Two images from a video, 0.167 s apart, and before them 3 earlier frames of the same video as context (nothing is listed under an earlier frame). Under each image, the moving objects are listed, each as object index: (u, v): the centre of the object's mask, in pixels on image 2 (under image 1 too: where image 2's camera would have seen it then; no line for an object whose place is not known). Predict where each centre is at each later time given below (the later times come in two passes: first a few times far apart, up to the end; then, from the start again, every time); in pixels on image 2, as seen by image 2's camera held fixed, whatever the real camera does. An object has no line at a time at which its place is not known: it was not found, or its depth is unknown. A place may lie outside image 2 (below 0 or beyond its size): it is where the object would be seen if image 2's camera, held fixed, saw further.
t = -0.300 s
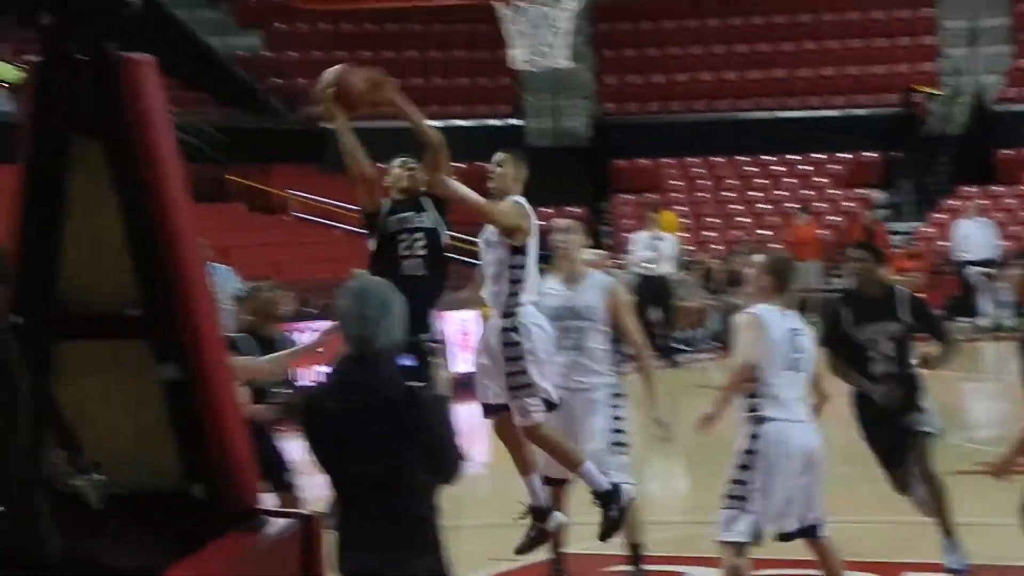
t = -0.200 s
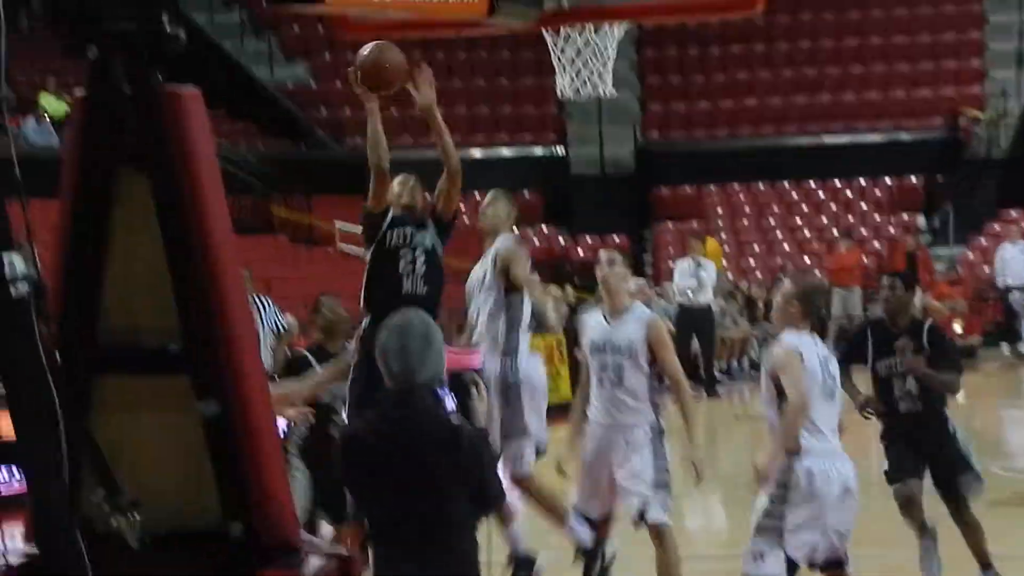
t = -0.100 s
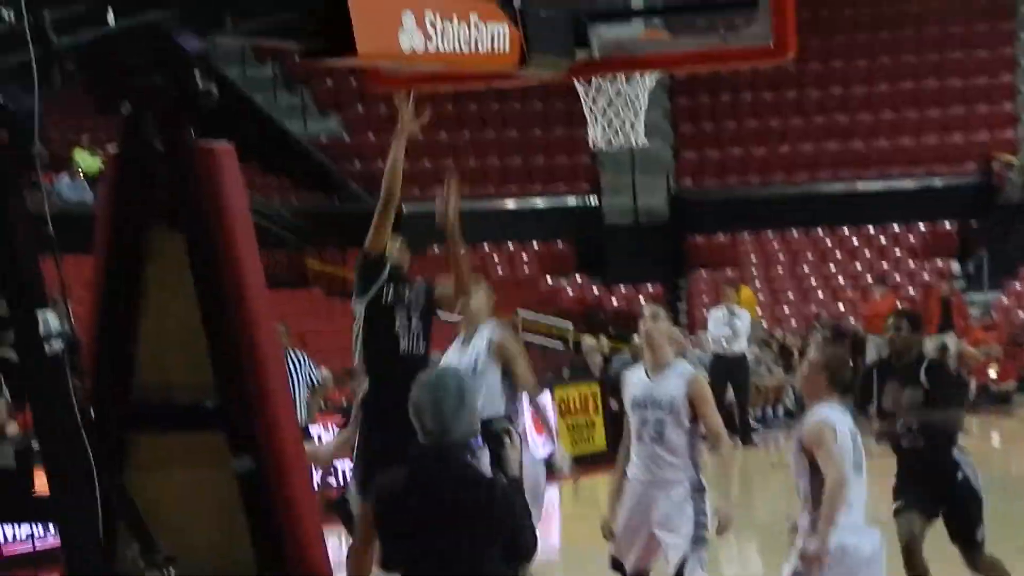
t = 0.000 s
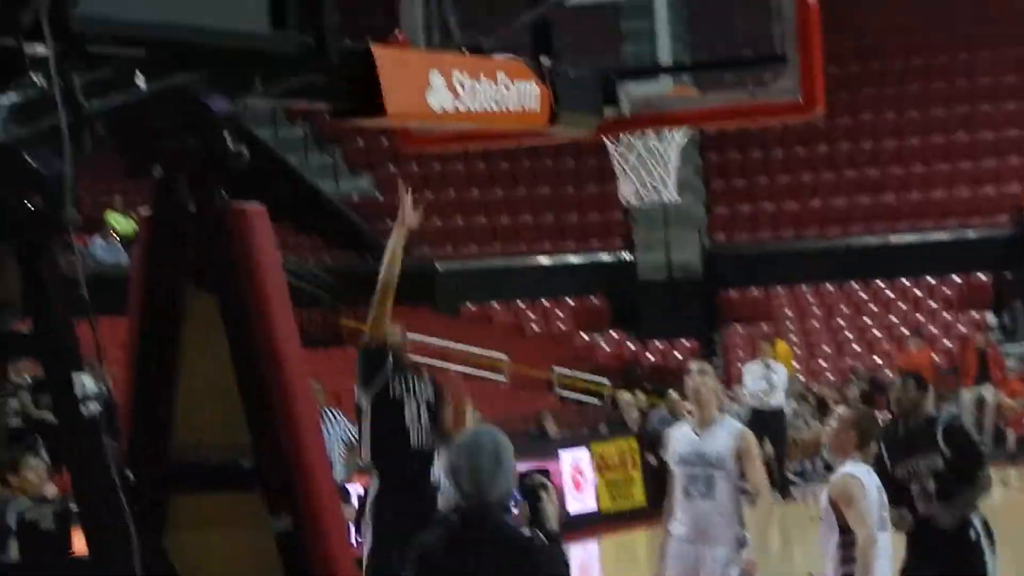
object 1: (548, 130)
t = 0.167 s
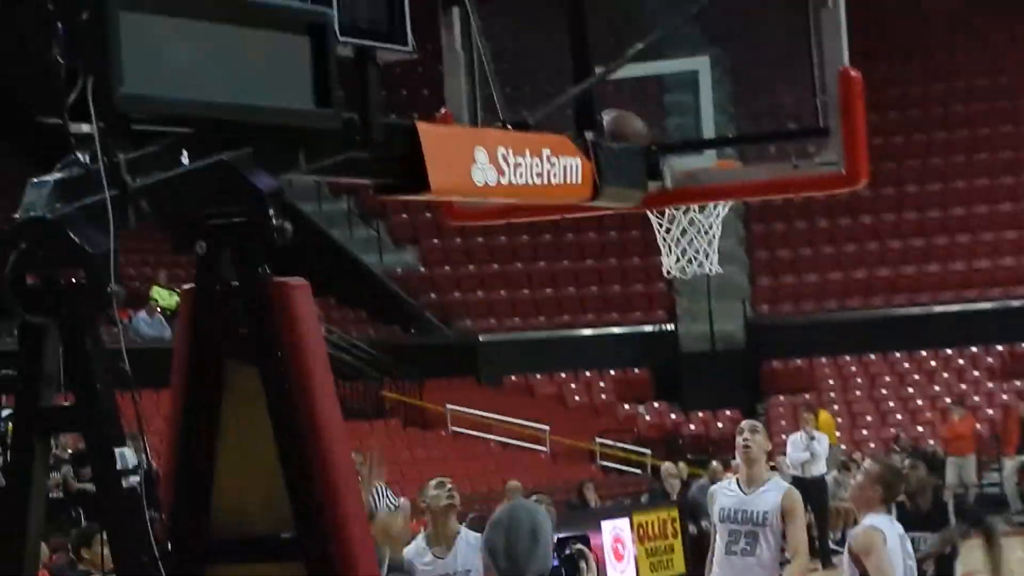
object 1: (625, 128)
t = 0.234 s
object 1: (632, 127)
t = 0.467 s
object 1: (648, 129)
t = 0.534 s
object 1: (661, 130)
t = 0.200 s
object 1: (632, 130)
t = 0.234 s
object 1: (632, 127)
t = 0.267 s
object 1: (633, 125)
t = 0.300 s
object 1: (634, 124)
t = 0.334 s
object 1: (635, 123)
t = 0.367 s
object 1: (638, 124)
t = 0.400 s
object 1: (640, 127)
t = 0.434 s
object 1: (641, 130)
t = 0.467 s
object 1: (648, 129)
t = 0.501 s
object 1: (655, 129)
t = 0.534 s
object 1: (661, 130)
